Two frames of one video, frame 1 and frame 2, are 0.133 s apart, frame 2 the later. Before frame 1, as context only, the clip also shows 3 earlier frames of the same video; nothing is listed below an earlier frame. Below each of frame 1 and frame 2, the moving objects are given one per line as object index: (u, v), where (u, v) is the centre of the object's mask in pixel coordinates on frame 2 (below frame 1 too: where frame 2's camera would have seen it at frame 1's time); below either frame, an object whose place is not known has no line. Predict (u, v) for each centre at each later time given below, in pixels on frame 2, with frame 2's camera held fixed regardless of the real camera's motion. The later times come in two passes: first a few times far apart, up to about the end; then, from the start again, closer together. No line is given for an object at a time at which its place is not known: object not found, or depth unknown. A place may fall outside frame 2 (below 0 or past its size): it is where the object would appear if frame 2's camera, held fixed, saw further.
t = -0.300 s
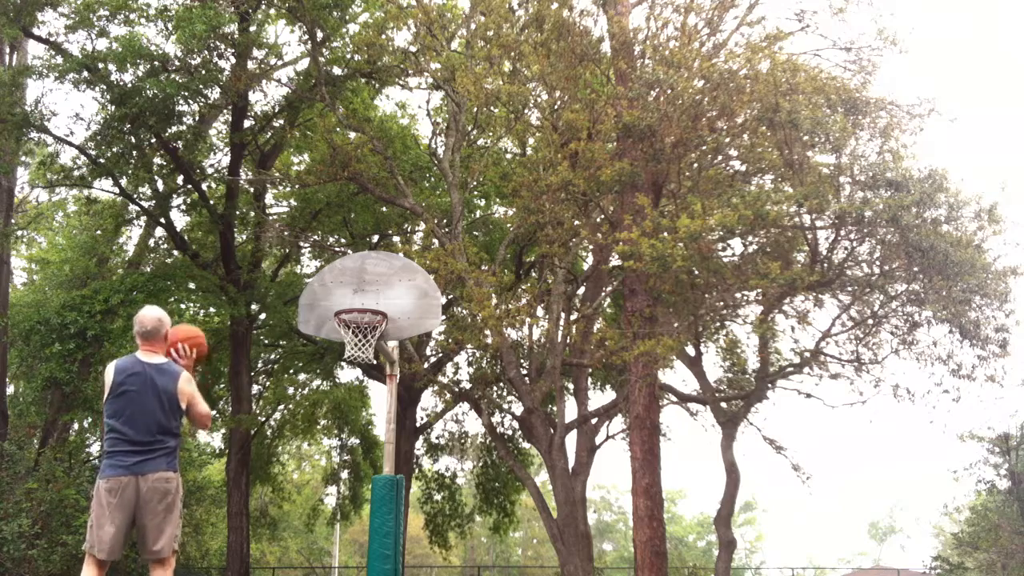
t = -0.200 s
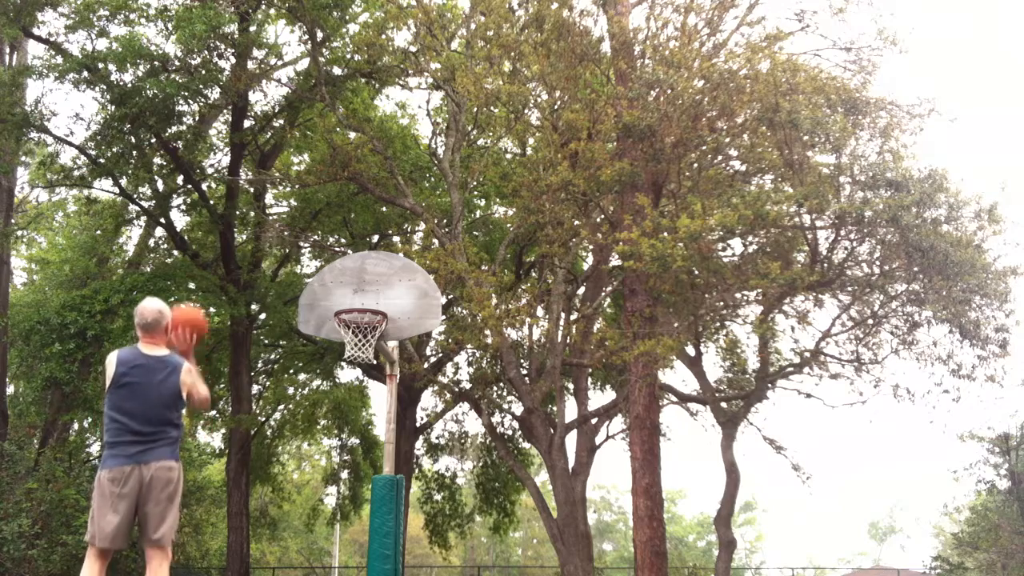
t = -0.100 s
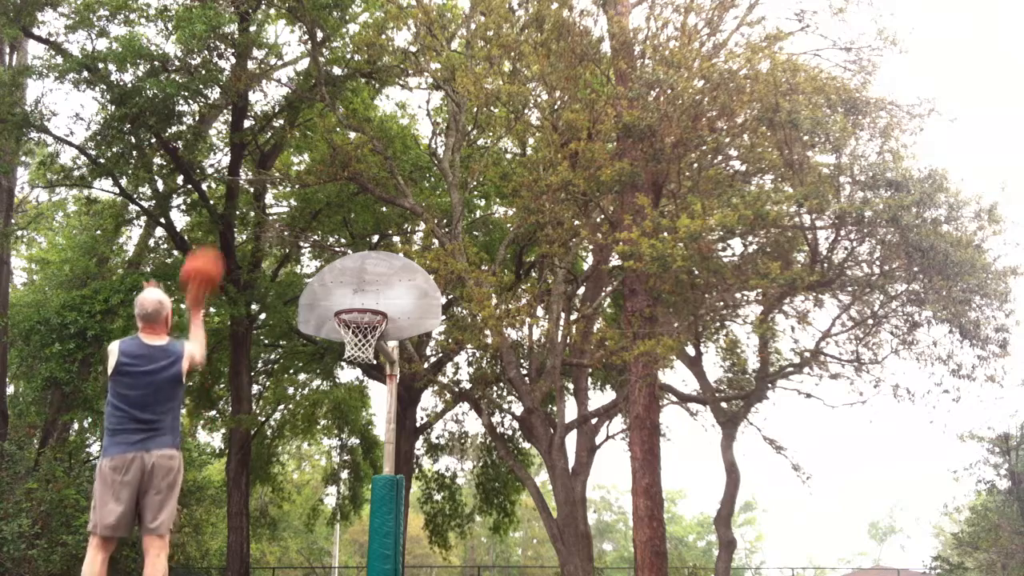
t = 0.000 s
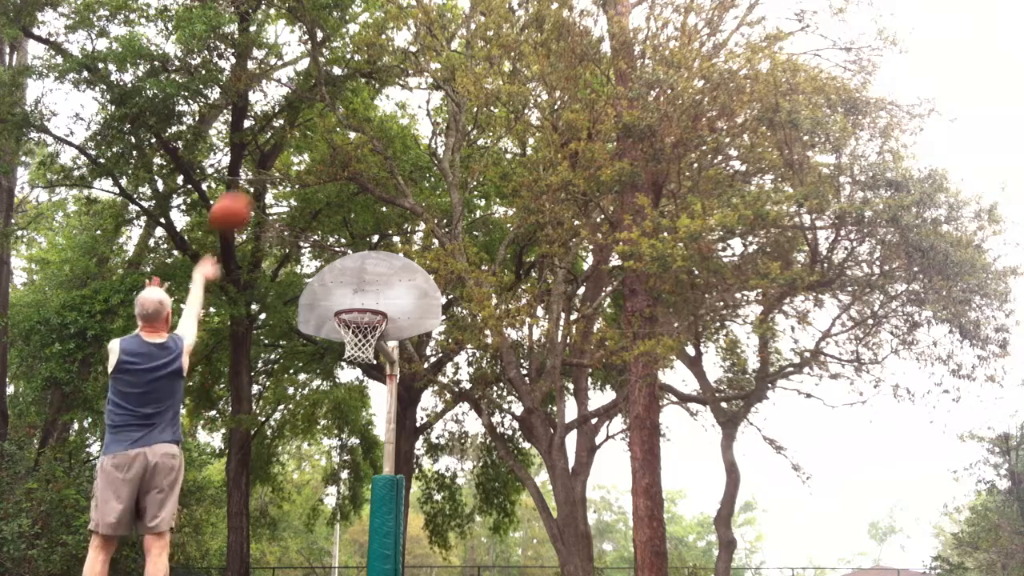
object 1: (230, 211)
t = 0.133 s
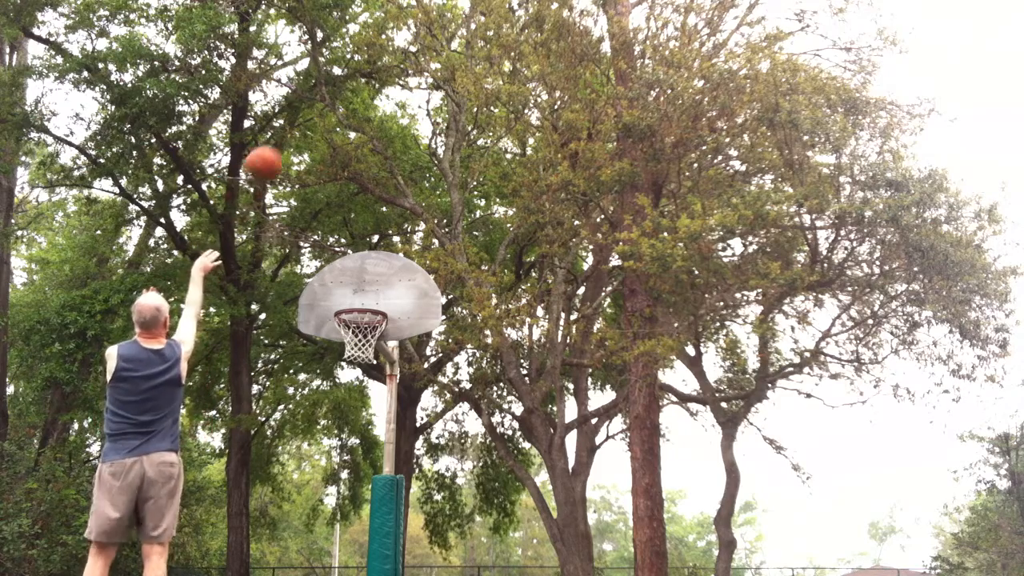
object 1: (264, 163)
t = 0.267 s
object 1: (289, 144)
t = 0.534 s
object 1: (330, 165)
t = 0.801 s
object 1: (357, 253)
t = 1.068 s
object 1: (364, 346)
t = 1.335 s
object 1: (338, 412)
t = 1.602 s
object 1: (307, 562)
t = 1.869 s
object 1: (282, 568)
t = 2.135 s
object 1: (260, 509)
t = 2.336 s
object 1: (240, 509)
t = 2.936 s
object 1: (161, 570)
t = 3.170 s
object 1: (129, 569)
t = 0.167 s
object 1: (270, 157)
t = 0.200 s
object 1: (276, 151)
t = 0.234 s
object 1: (284, 146)
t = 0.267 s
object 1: (289, 144)
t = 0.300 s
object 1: (295, 142)
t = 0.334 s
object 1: (301, 142)
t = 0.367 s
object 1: (306, 143)
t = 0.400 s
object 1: (310, 145)
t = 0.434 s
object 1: (315, 149)
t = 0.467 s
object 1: (321, 153)
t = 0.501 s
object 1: (325, 158)
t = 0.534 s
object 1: (330, 165)
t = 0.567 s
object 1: (333, 173)
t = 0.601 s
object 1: (336, 180)
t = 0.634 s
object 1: (341, 191)
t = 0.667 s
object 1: (344, 201)
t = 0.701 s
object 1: (347, 213)
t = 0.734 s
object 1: (351, 226)
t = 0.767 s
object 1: (354, 238)
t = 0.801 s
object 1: (357, 253)
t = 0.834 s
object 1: (360, 269)
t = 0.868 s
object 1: (363, 284)
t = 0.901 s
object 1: (366, 298)
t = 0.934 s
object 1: (368, 321)
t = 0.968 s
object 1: (370, 333)
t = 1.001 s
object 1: (368, 341)
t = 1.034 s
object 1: (366, 343)
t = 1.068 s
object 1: (364, 346)
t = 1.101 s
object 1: (361, 350)
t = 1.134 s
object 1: (357, 355)
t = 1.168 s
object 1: (355, 360)
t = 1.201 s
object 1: (351, 369)
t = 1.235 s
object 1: (346, 381)
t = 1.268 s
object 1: (345, 391)
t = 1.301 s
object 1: (342, 399)
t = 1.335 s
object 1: (338, 412)
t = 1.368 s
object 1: (334, 425)
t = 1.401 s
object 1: (331, 442)
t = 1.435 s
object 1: (326, 461)
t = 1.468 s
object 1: (321, 479)
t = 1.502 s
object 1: (318, 498)
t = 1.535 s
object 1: (314, 519)
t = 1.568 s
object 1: (310, 543)
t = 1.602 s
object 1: (307, 562)
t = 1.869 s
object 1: (282, 568)
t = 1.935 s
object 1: (276, 550)
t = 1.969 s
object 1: (275, 541)
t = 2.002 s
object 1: (272, 532)
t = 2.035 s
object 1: (269, 524)
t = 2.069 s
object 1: (266, 517)
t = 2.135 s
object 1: (260, 509)
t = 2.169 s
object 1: (257, 506)
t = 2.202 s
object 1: (254, 505)
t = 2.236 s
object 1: (251, 504)
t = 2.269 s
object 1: (247, 504)
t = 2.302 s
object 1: (244, 506)
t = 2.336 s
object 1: (240, 509)
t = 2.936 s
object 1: (161, 570)
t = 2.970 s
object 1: (157, 568)
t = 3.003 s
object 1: (152, 567)
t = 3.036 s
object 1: (148, 566)
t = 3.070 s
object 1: (145, 566)
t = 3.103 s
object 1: (139, 566)
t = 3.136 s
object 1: (134, 567)
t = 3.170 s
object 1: (129, 569)
